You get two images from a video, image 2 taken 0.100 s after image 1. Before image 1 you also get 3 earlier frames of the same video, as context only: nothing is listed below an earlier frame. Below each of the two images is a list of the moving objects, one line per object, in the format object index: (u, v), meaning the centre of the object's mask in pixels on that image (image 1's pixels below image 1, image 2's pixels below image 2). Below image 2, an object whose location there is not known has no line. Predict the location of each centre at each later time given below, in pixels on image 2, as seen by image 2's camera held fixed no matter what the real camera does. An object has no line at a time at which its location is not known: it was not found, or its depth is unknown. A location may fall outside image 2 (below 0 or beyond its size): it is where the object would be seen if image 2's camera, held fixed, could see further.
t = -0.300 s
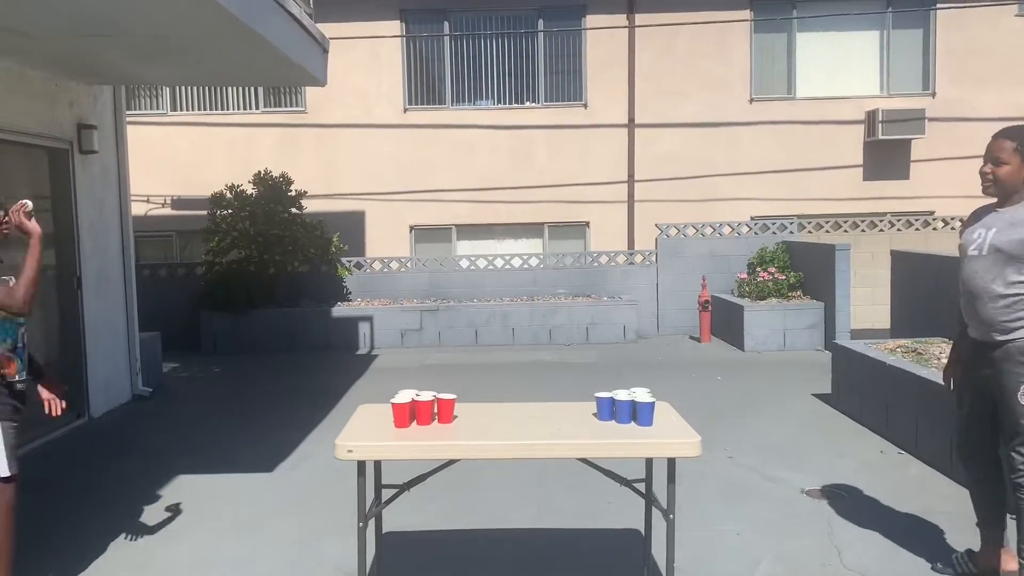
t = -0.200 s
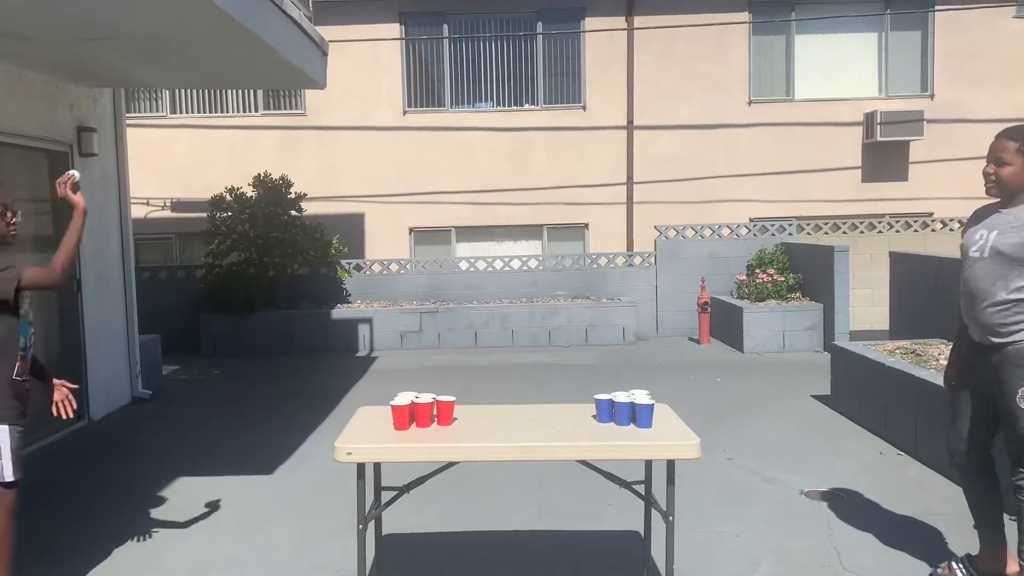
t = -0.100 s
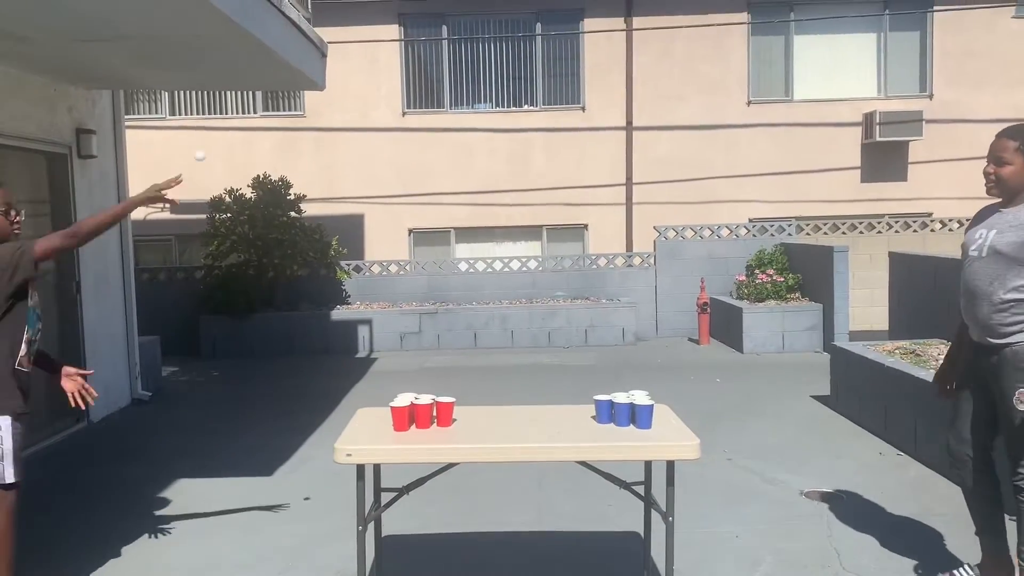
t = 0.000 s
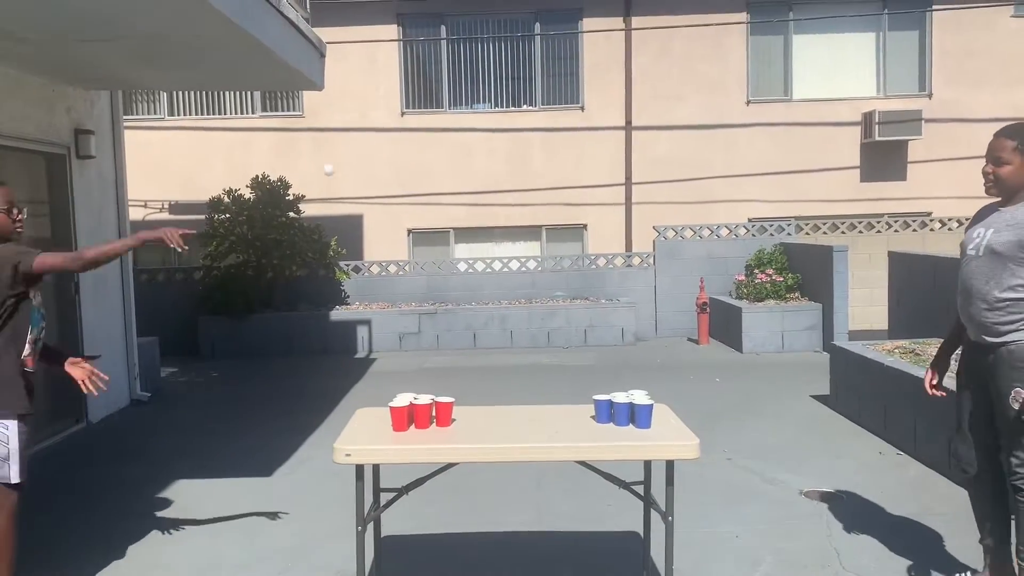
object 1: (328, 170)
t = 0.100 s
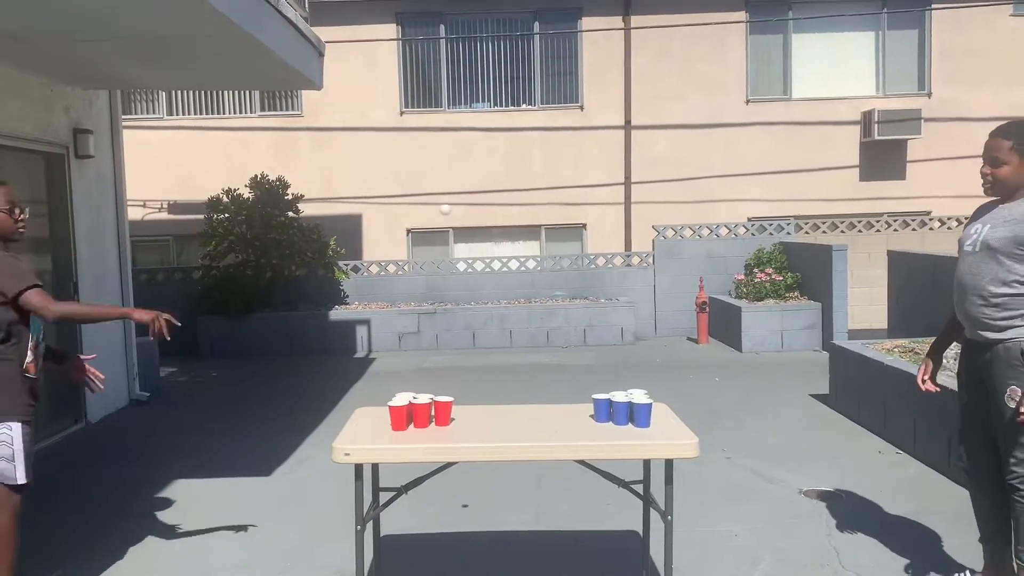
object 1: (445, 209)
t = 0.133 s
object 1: (481, 228)
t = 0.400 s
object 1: (725, 452)
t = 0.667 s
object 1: (861, 497)
